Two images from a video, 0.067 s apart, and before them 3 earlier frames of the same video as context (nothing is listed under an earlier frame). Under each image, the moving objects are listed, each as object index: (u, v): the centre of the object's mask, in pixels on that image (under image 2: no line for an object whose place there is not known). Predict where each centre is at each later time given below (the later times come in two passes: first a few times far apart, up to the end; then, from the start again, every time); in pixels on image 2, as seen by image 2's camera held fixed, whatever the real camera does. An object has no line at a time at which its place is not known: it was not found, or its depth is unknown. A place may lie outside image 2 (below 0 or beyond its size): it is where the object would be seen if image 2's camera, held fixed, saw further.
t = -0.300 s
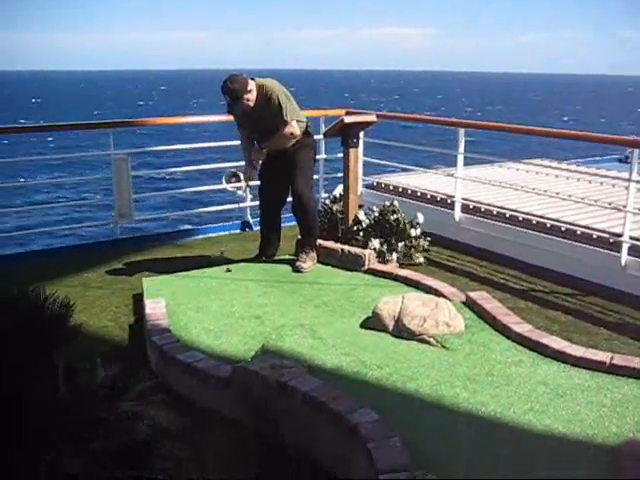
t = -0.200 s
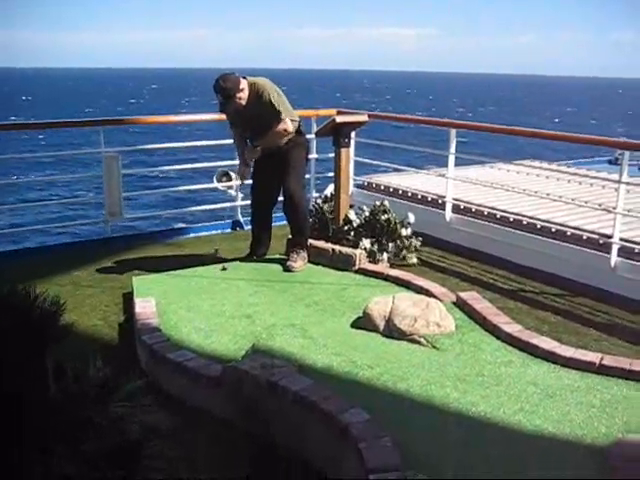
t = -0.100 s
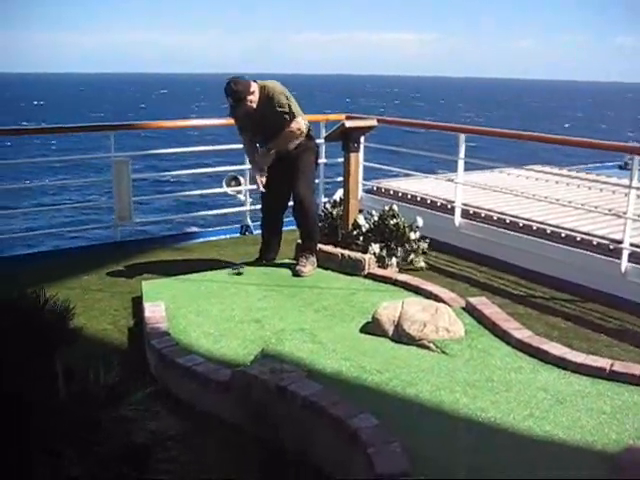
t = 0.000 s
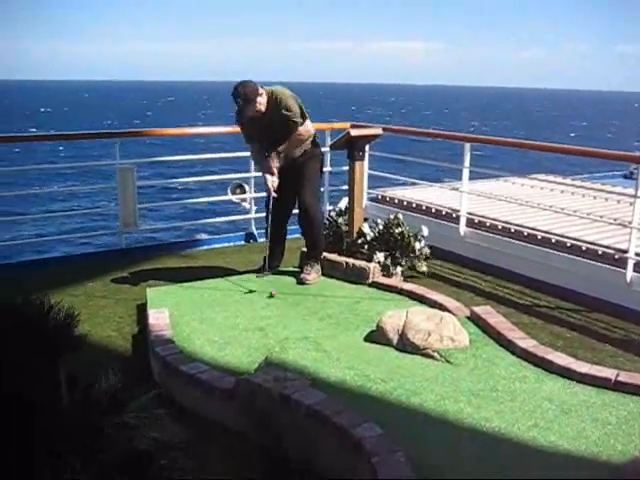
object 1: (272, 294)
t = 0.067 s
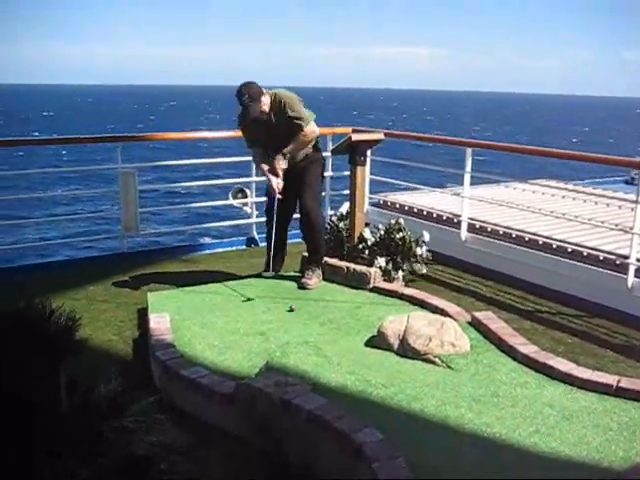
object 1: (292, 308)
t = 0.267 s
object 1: (356, 338)
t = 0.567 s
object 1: (449, 374)
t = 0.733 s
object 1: (507, 410)
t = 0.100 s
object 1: (301, 313)
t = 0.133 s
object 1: (311, 317)
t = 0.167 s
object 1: (322, 322)
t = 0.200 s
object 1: (332, 327)
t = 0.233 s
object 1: (343, 333)
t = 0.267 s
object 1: (356, 338)
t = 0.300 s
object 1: (367, 342)
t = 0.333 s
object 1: (379, 346)
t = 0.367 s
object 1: (392, 349)
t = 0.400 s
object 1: (402, 352)
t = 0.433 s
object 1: (411, 355)
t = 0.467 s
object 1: (420, 362)
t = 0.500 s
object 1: (429, 364)
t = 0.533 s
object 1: (440, 369)
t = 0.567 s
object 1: (449, 374)
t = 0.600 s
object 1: (460, 379)
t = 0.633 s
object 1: (470, 386)
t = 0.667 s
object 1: (482, 394)
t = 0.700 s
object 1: (495, 402)
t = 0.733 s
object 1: (507, 410)
